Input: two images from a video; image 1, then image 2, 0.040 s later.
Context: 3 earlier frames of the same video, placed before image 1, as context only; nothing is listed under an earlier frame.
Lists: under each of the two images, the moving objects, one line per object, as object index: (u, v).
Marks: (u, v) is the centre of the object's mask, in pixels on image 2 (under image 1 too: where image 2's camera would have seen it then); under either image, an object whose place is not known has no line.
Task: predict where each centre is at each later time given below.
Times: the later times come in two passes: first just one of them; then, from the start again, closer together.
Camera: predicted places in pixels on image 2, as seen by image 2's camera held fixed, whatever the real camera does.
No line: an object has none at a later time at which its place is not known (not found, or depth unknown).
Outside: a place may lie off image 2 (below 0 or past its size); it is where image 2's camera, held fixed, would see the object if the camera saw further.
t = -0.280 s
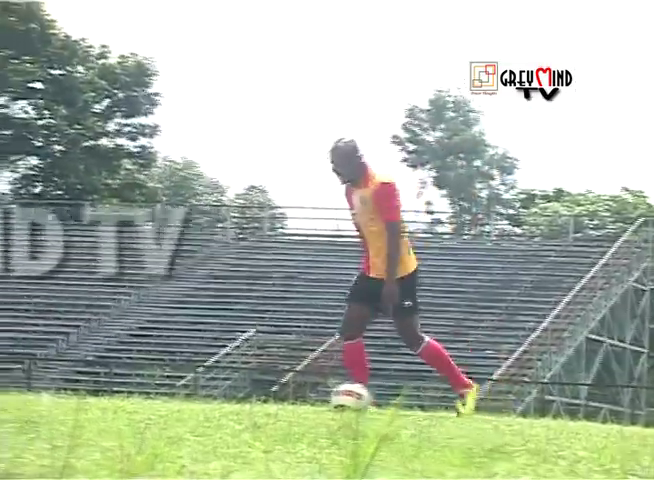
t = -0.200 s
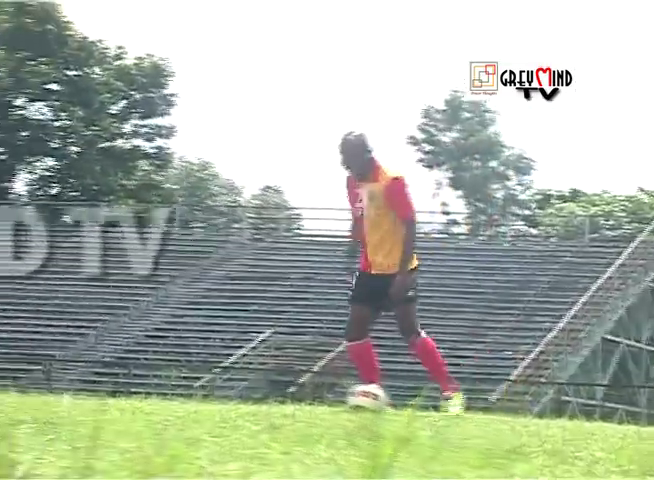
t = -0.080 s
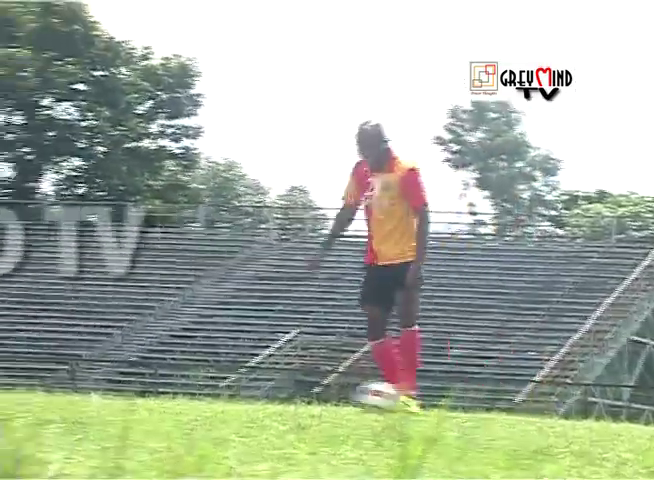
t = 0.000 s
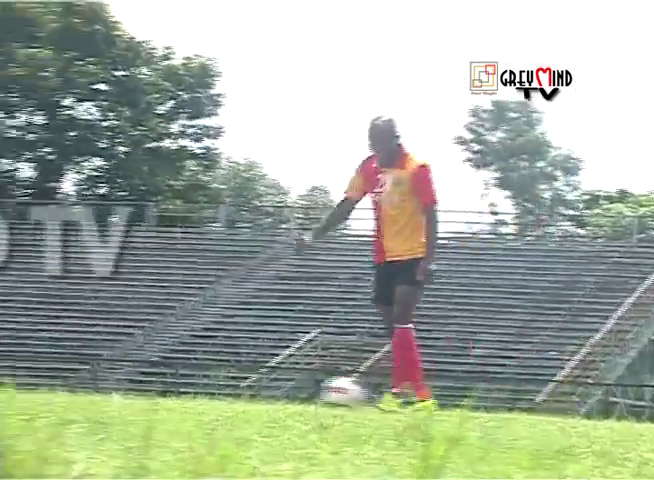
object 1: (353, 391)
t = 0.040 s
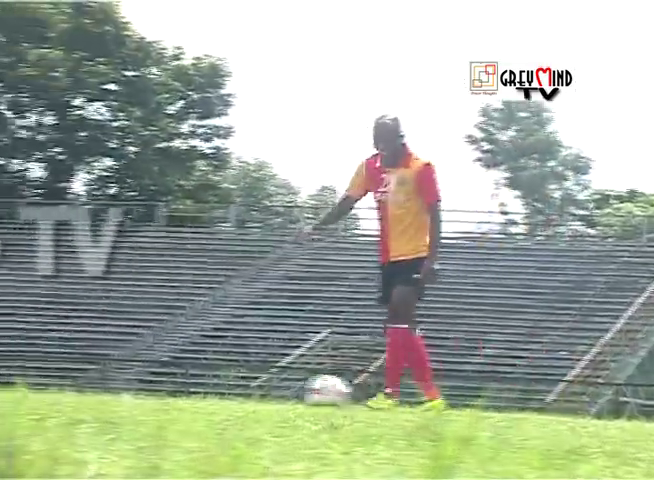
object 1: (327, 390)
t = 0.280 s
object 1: (206, 385)
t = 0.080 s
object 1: (304, 389)
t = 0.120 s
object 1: (281, 388)
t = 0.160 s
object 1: (260, 388)
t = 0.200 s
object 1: (241, 387)
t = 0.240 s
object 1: (223, 385)
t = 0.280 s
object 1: (206, 385)
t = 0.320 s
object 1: (190, 387)
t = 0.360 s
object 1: (173, 385)
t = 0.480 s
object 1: (131, 382)
